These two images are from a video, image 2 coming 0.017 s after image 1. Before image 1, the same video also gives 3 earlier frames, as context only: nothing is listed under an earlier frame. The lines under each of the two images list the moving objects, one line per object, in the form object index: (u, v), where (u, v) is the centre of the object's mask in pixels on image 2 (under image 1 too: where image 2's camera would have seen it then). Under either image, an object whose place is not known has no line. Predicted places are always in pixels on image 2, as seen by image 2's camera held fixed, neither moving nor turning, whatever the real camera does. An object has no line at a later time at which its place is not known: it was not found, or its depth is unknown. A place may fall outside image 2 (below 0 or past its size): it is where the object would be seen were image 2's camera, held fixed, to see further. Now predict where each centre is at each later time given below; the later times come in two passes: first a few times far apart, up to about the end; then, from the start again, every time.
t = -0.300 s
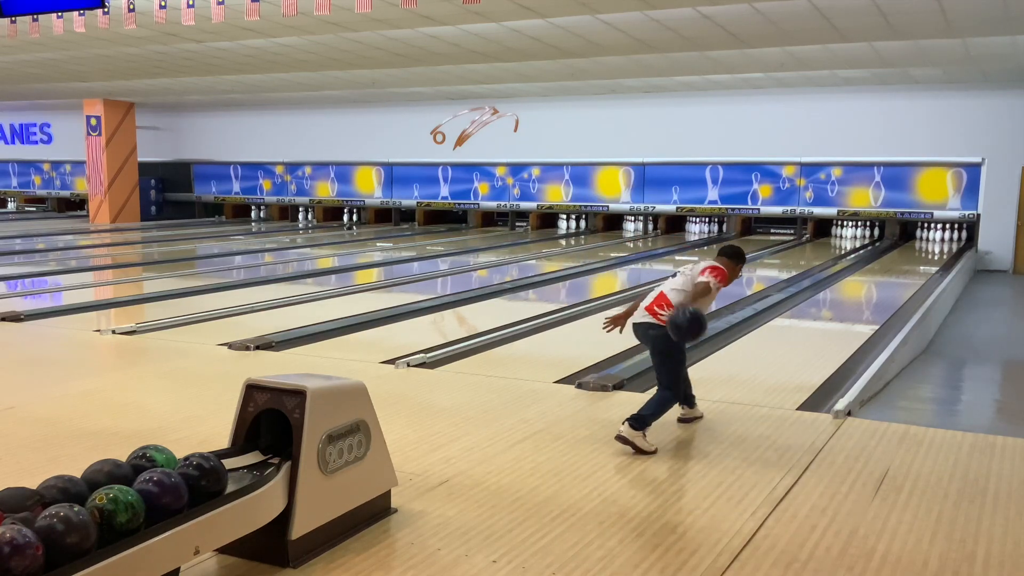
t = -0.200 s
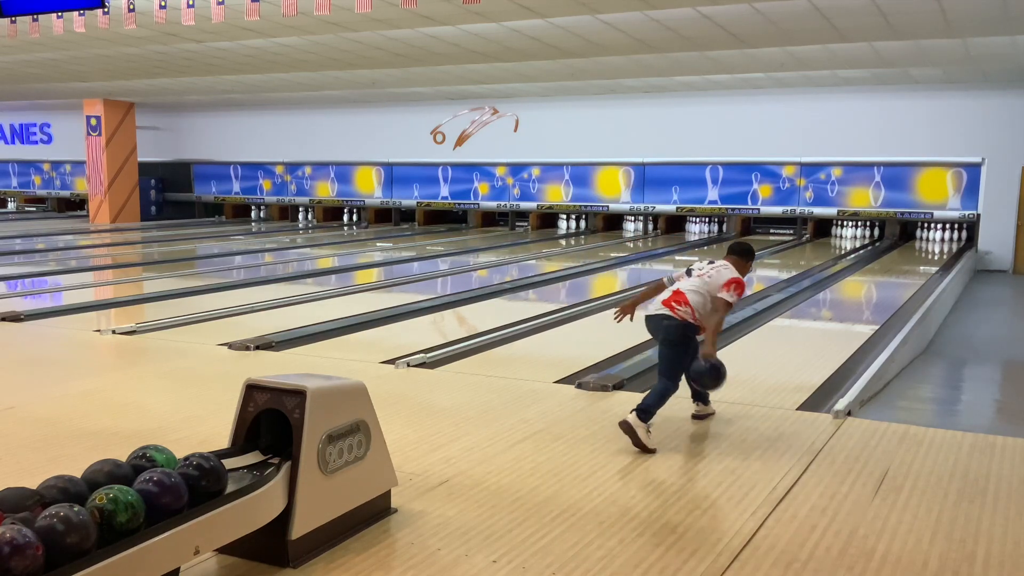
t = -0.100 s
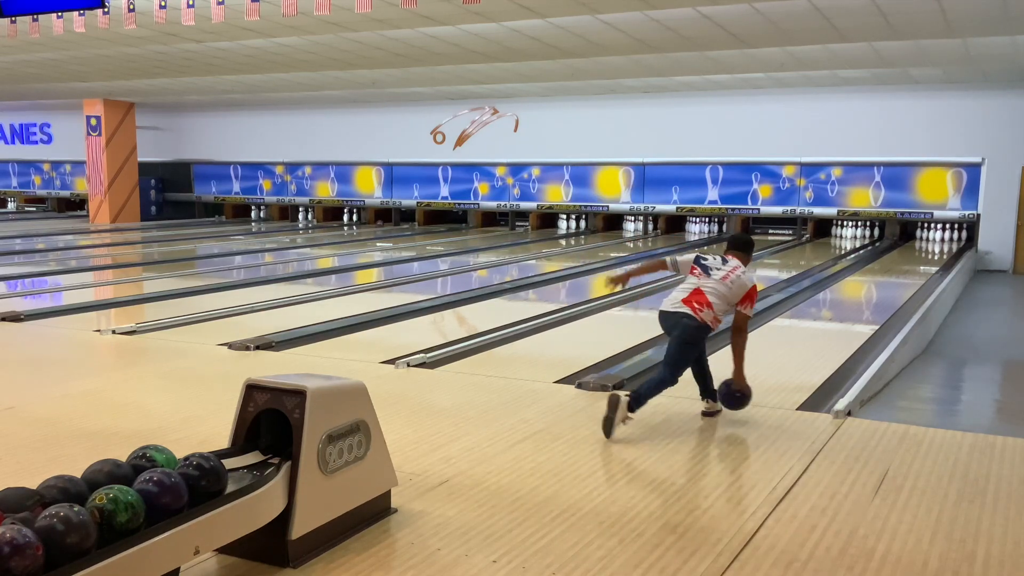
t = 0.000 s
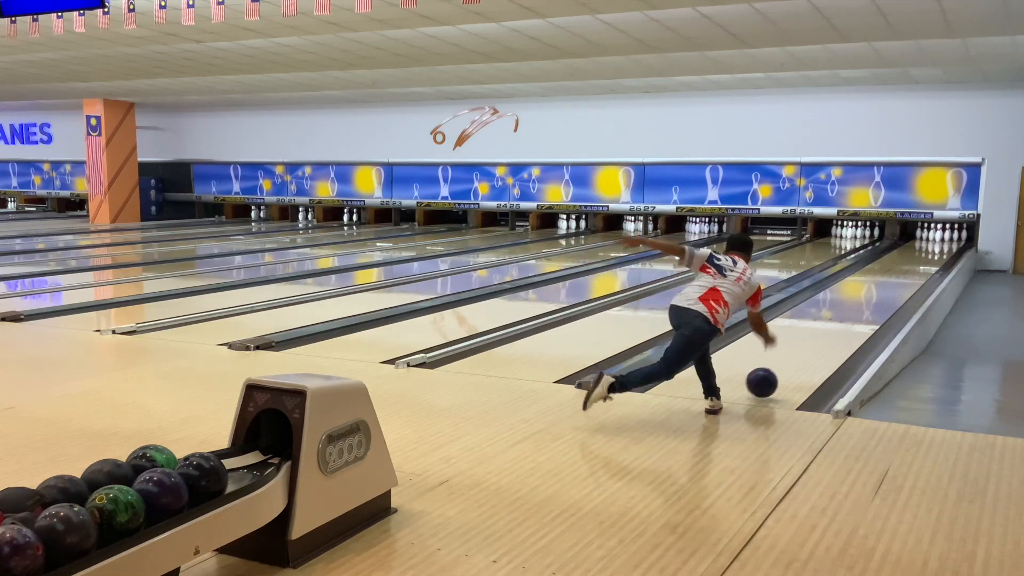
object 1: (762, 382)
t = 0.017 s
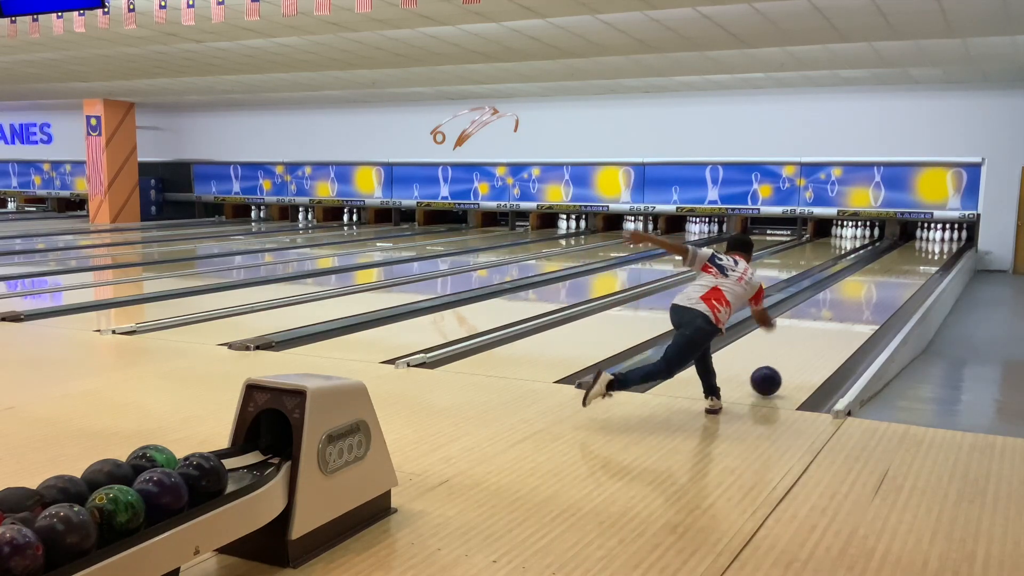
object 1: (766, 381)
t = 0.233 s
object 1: (810, 347)
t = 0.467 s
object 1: (843, 320)
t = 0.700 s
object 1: (867, 300)
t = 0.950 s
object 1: (886, 284)
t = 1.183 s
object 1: (901, 272)
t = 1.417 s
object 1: (912, 262)
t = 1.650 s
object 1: (921, 254)
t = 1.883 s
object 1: (927, 247)
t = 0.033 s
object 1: (770, 379)
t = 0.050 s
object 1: (774, 375)
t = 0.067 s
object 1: (777, 372)
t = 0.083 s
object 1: (781, 370)
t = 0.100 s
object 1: (784, 367)
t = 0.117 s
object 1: (788, 364)
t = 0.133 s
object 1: (791, 362)
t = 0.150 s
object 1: (795, 359)
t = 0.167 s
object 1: (798, 356)
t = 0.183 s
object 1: (801, 354)
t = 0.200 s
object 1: (804, 352)
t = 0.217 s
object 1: (807, 349)
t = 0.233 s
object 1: (810, 347)
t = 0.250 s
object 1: (812, 345)
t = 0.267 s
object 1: (815, 342)
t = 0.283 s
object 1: (818, 340)
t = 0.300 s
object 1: (820, 338)
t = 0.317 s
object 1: (823, 336)
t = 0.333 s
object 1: (825, 334)
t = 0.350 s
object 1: (827, 332)
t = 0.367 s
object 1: (830, 330)
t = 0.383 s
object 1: (832, 328)
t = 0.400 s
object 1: (834, 327)
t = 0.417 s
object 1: (836, 325)
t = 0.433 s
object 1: (839, 323)
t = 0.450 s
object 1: (841, 322)
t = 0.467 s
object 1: (843, 320)
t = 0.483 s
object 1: (845, 318)
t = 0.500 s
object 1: (847, 317)
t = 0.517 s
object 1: (848, 315)
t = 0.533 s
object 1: (850, 314)
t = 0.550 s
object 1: (852, 312)
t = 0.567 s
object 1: (854, 311)
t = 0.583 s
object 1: (856, 309)
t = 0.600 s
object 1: (857, 308)
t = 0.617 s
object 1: (859, 306)
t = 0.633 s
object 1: (861, 305)
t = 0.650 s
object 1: (862, 304)
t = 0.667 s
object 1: (864, 303)
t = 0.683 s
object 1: (865, 301)
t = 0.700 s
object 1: (867, 300)
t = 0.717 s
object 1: (868, 299)
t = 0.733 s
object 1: (870, 298)
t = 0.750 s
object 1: (871, 297)
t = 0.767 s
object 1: (873, 295)
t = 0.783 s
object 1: (874, 294)
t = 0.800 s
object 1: (875, 293)
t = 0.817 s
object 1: (877, 292)
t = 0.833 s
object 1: (878, 291)
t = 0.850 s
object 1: (879, 290)
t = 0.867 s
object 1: (881, 289)
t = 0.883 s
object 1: (882, 288)
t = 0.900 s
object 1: (883, 287)
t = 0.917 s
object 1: (884, 286)
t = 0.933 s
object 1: (885, 284)
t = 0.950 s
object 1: (886, 284)
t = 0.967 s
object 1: (888, 283)
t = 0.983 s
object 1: (889, 282)
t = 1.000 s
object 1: (890, 281)
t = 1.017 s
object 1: (888, 282)
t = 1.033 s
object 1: (895, 277)
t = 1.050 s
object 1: (893, 278)
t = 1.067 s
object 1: (894, 277)
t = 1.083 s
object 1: (895, 276)
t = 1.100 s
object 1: (896, 276)
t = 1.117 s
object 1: (897, 275)
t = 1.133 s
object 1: (898, 274)
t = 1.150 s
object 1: (899, 273)
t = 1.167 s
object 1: (900, 272)
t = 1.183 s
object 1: (901, 272)
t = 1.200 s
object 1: (901, 271)
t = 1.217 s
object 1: (903, 270)
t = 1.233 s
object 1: (903, 269)
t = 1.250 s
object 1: (904, 269)
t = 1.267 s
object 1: (905, 268)
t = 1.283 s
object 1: (906, 267)
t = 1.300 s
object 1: (907, 267)
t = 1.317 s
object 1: (908, 266)
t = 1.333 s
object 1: (908, 265)
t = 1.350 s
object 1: (909, 265)
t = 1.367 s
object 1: (910, 264)
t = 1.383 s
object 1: (911, 263)
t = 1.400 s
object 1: (911, 263)
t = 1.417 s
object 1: (912, 262)
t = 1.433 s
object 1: (913, 261)
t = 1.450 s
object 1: (913, 261)
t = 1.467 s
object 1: (914, 260)
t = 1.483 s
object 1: (915, 260)
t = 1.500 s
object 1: (916, 259)
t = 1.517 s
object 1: (916, 259)
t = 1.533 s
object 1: (917, 258)
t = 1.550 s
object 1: (918, 257)
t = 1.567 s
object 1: (918, 256)
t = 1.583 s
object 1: (919, 256)
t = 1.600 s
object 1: (919, 255)
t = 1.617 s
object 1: (920, 255)
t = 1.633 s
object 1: (920, 254)
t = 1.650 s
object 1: (921, 254)
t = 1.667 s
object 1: (921, 253)
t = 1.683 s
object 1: (922, 253)
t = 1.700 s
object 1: (923, 252)
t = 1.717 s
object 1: (923, 252)
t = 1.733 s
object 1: (924, 251)
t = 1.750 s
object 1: (924, 251)
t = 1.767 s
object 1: (925, 250)
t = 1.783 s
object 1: (925, 250)
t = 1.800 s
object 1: (925, 249)
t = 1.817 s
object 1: (926, 249)
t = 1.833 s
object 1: (926, 248)
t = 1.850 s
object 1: (927, 248)
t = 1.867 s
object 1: (927, 248)
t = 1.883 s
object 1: (927, 247)
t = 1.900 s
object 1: (928, 246)
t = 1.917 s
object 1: (928, 246)
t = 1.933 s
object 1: (929, 246)
